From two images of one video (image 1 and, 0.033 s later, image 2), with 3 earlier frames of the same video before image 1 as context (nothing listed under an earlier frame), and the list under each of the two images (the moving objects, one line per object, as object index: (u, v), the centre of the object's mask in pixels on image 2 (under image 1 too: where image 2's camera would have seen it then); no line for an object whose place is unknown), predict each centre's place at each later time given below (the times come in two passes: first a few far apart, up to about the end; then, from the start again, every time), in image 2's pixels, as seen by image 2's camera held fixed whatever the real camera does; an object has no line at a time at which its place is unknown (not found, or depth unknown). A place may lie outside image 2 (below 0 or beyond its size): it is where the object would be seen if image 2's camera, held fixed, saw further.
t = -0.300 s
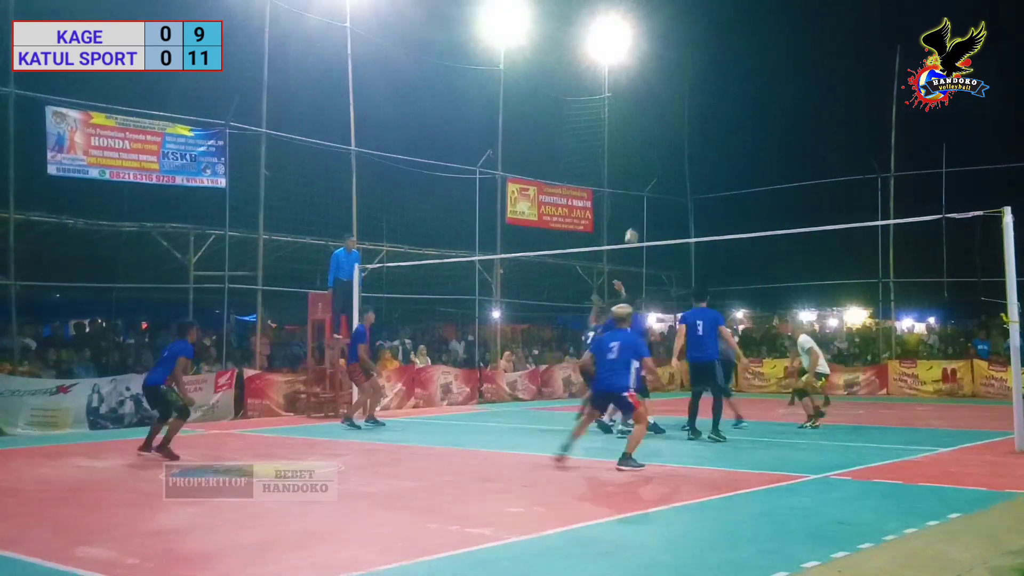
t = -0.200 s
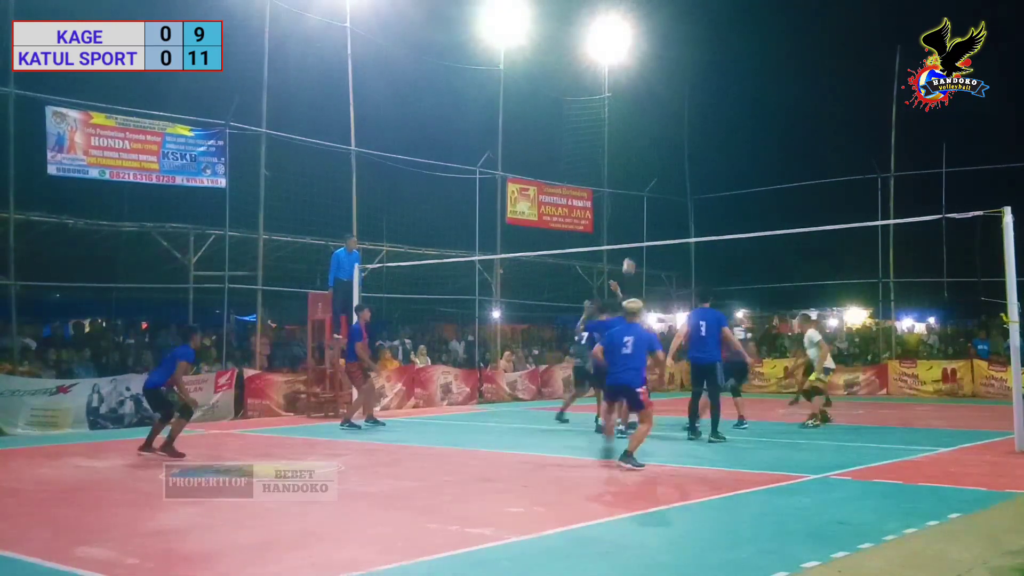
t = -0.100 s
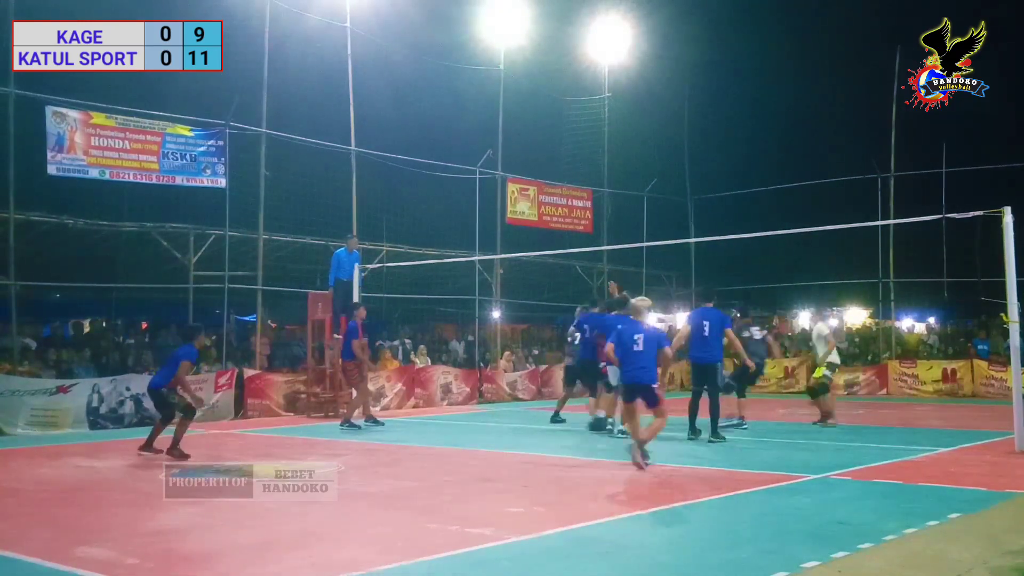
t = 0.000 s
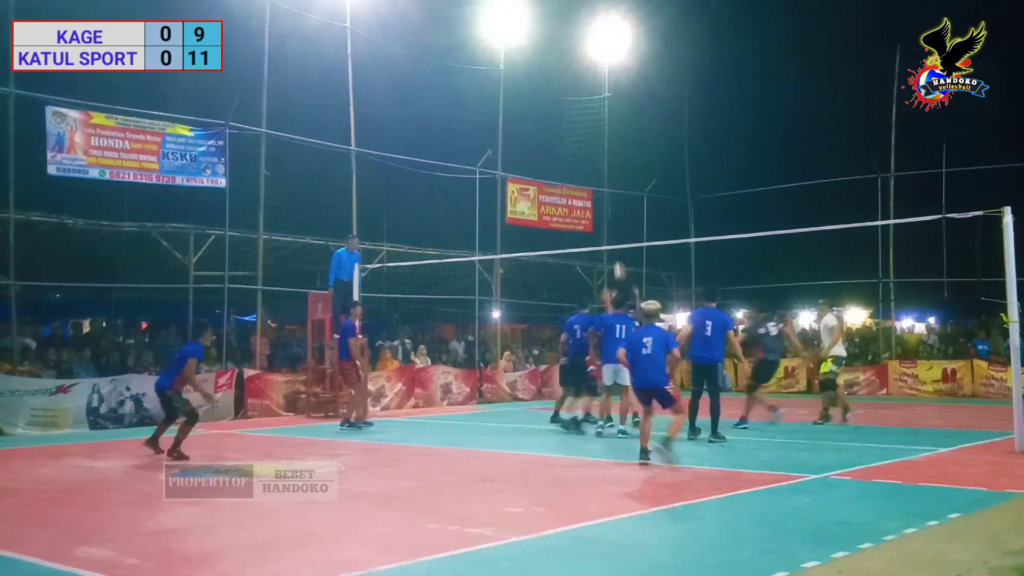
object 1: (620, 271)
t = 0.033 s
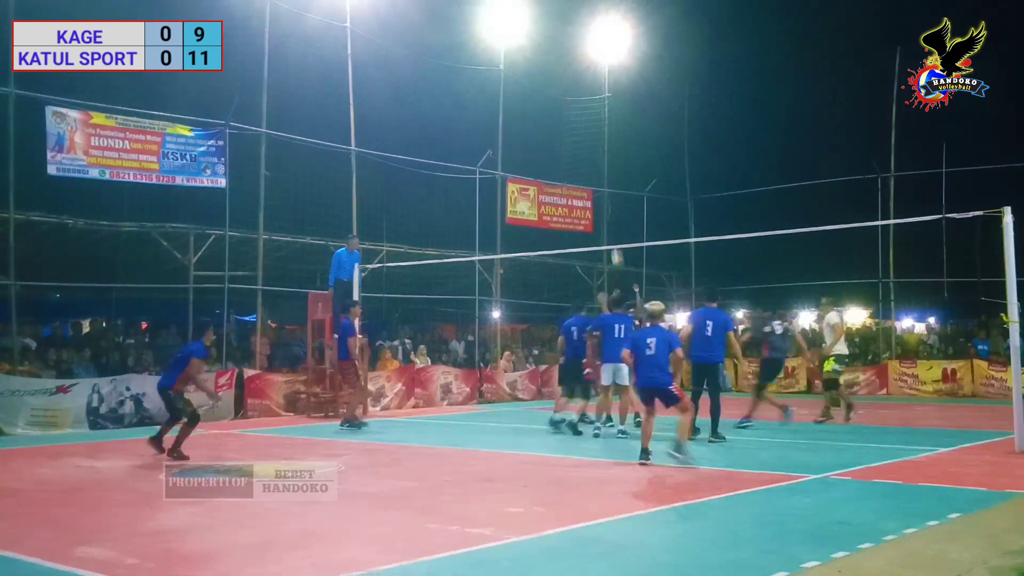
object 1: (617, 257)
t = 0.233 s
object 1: (603, 192)
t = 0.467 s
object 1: (589, 144)
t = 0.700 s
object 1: (575, 127)
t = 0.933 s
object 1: (560, 141)
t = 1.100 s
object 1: (550, 171)
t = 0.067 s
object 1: (614, 246)
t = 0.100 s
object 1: (612, 233)
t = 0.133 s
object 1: (610, 222)
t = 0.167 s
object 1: (608, 212)
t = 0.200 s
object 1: (606, 201)
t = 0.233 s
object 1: (603, 192)
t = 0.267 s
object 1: (601, 184)
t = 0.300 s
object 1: (599, 175)
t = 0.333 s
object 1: (597, 168)
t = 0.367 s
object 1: (596, 161)
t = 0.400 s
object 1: (593, 154)
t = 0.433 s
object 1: (591, 149)
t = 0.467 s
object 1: (589, 144)
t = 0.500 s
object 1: (587, 140)
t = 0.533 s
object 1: (585, 135)
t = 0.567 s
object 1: (583, 132)
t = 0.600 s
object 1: (581, 130)
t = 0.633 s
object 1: (579, 128)
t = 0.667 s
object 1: (577, 128)
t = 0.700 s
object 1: (575, 127)
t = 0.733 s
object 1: (573, 127)
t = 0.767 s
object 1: (571, 127)
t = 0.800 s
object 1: (569, 129)
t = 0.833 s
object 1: (566, 131)
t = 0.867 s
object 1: (564, 134)
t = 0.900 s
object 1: (562, 137)
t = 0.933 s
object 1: (560, 141)
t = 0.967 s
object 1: (558, 145)
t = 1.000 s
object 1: (556, 151)
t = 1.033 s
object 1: (554, 157)
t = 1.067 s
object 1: (552, 164)
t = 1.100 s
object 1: (550, 171)
